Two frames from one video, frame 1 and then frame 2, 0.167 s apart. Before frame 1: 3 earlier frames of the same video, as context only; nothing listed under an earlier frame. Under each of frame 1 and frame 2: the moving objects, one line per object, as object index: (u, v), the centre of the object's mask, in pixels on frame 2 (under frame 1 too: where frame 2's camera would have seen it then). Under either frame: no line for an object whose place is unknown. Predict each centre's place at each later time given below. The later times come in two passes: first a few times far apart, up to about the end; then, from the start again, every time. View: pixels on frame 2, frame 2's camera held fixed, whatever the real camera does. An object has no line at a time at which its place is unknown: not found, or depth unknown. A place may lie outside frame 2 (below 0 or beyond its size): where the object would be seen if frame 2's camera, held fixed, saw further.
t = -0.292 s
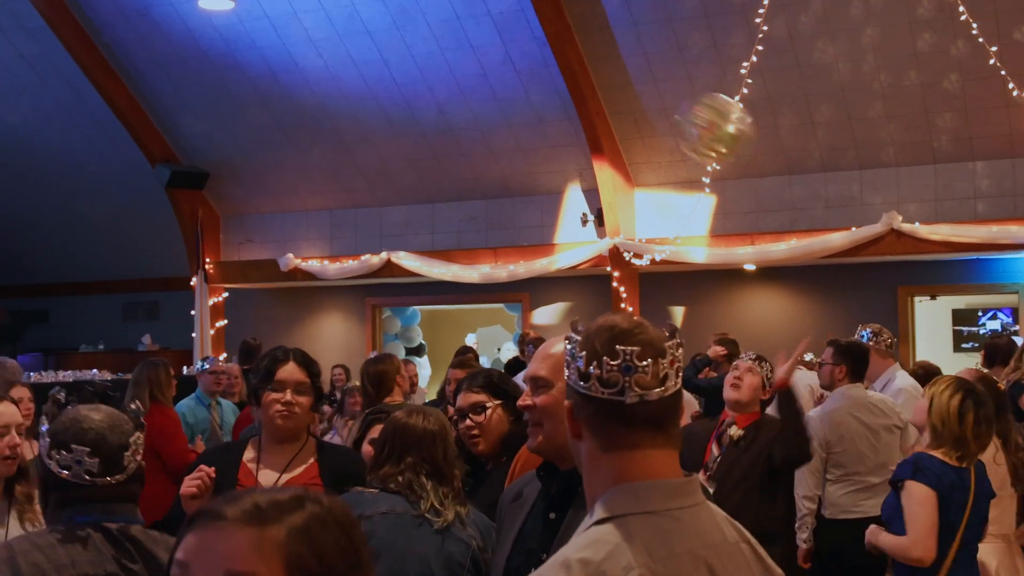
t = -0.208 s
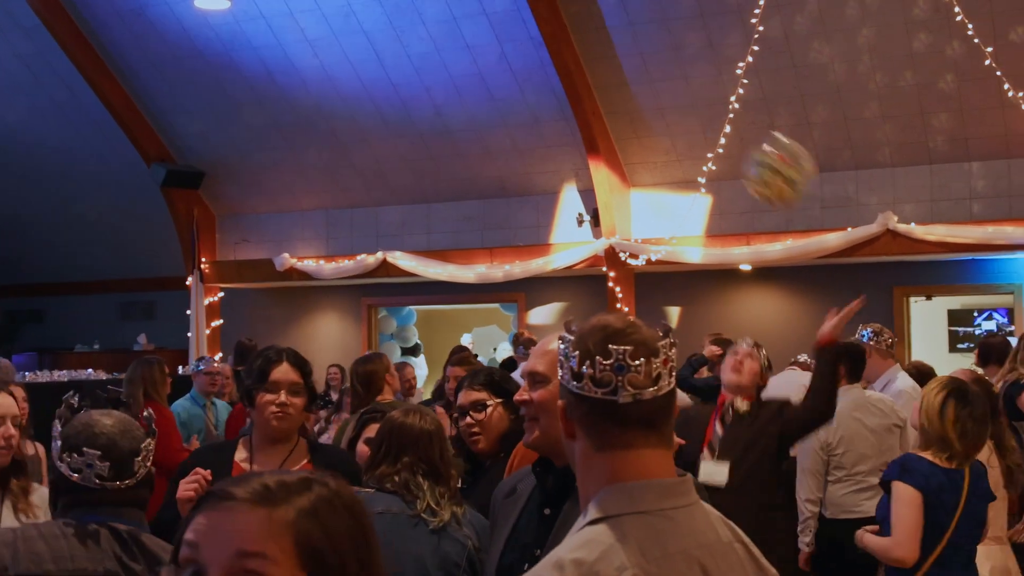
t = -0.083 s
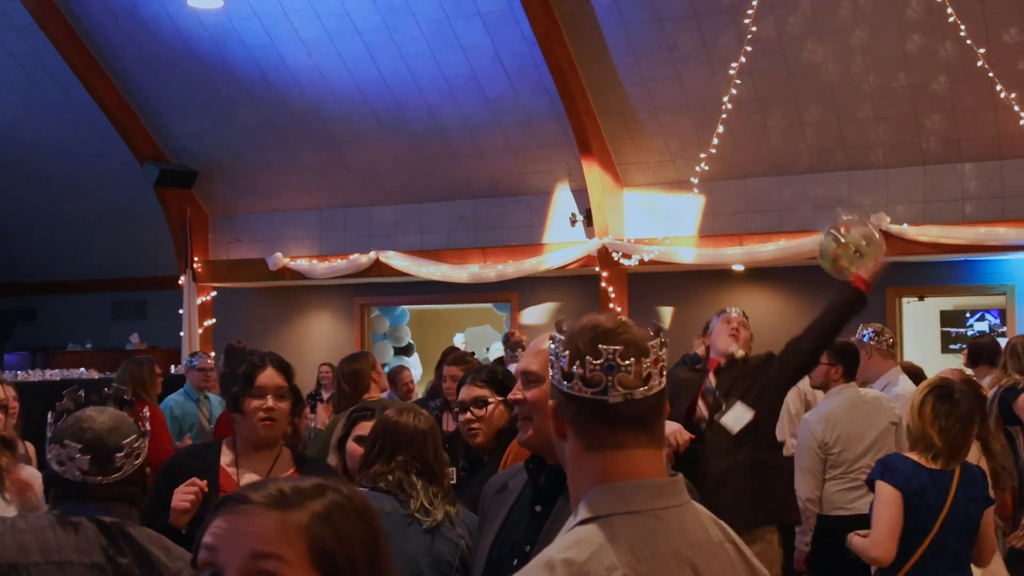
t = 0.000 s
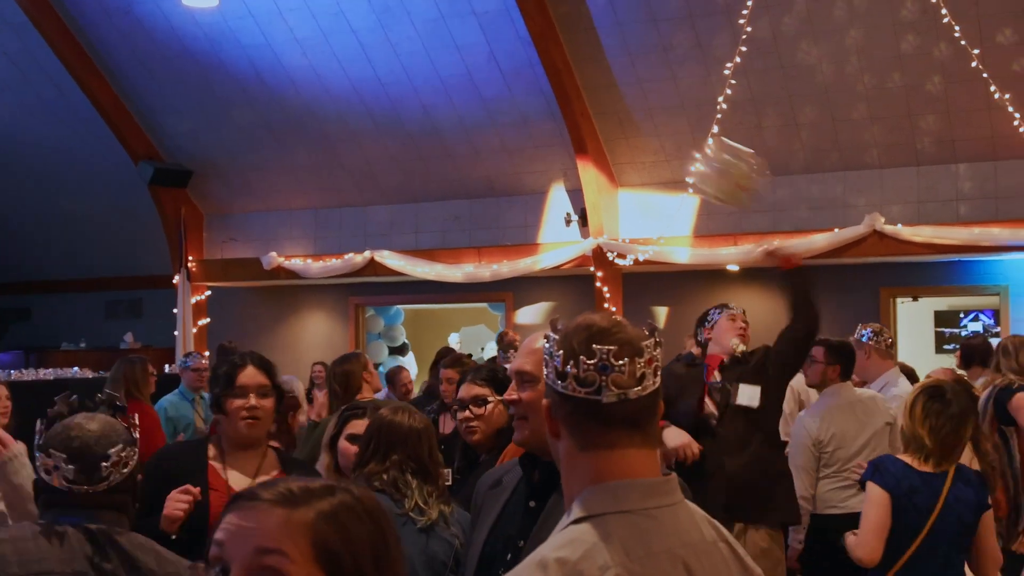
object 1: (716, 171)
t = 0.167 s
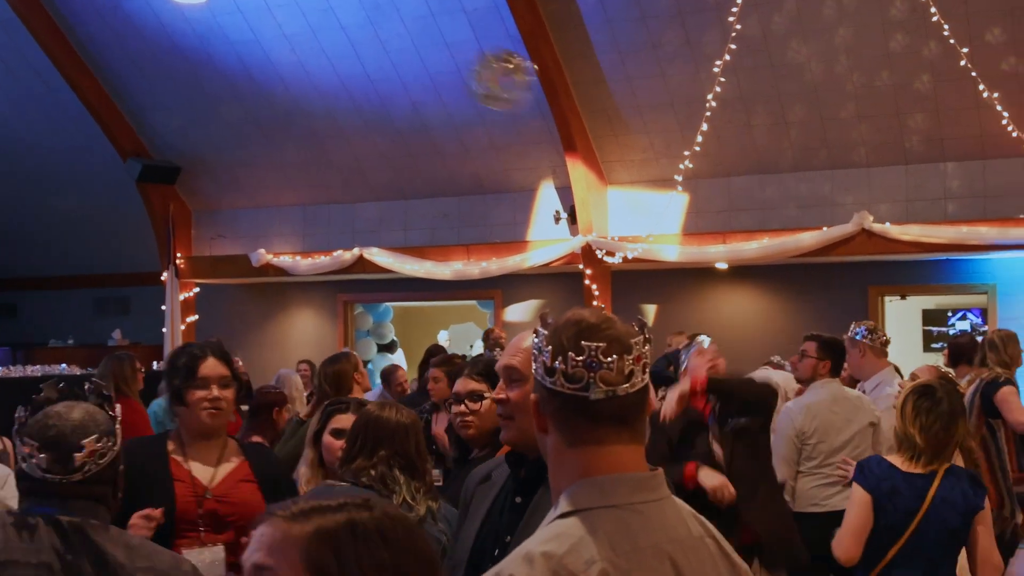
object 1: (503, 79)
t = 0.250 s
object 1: (420, 49)
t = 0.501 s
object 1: (235, 38)
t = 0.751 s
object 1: (118, 109)
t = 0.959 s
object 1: (55, 214)
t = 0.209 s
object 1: (458, 63)
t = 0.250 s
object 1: (420, 49)
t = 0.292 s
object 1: (382, 41)
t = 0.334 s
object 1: (349, 36)
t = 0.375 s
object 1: (317, 34)
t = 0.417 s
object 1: (288, 33)
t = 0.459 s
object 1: (261, 35)
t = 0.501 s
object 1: (235, 38)
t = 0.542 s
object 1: (212, 45)
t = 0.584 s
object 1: (190, 54)
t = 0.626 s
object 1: (171, 64)
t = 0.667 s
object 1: (153, 77)
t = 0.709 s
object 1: (135, 92)
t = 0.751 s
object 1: (118, 109)
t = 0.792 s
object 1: (104, 126)
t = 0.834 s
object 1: (90, 146)
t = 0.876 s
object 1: (78, 167)
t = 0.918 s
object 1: (66, 190)
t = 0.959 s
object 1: (55, 214)
